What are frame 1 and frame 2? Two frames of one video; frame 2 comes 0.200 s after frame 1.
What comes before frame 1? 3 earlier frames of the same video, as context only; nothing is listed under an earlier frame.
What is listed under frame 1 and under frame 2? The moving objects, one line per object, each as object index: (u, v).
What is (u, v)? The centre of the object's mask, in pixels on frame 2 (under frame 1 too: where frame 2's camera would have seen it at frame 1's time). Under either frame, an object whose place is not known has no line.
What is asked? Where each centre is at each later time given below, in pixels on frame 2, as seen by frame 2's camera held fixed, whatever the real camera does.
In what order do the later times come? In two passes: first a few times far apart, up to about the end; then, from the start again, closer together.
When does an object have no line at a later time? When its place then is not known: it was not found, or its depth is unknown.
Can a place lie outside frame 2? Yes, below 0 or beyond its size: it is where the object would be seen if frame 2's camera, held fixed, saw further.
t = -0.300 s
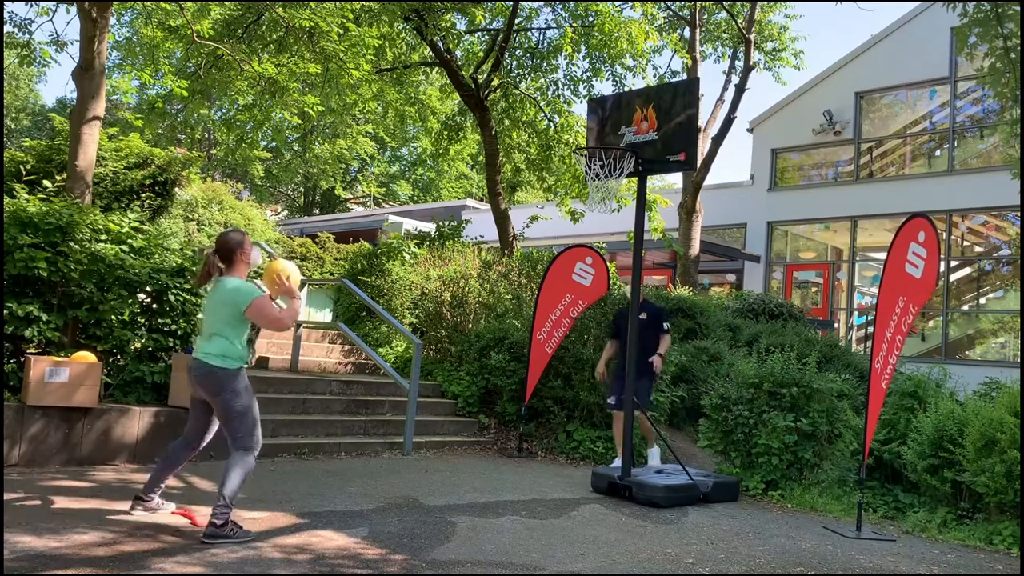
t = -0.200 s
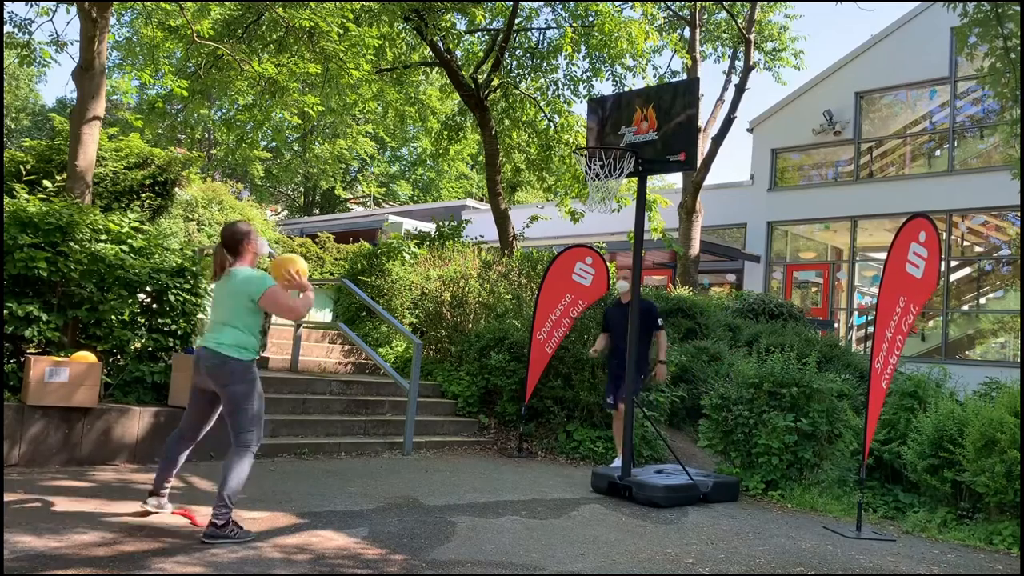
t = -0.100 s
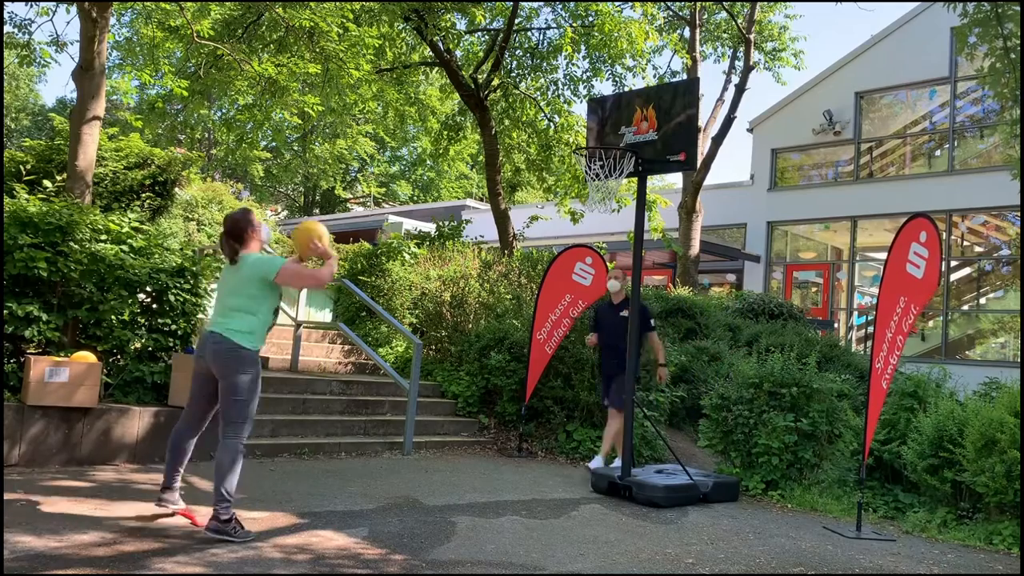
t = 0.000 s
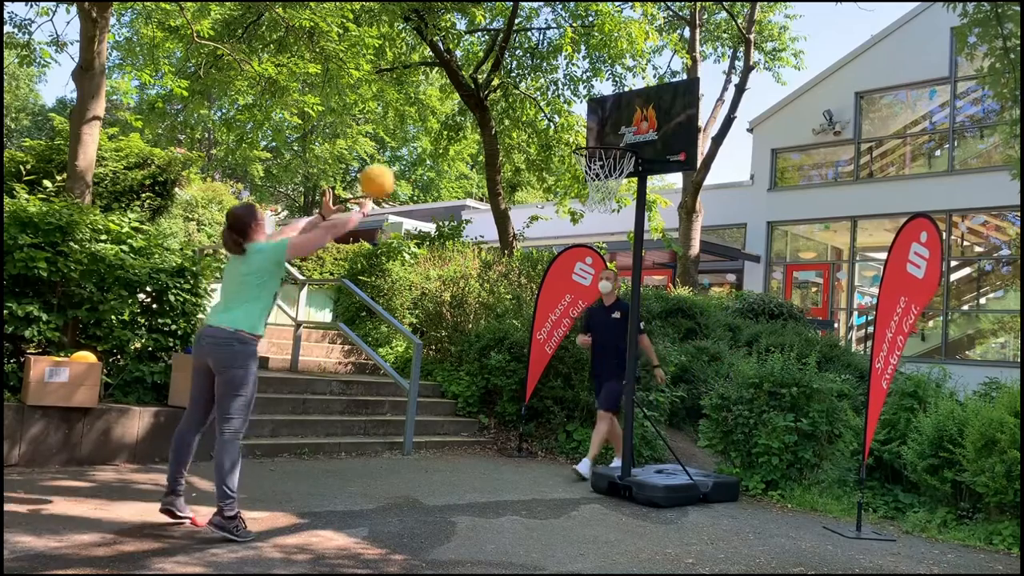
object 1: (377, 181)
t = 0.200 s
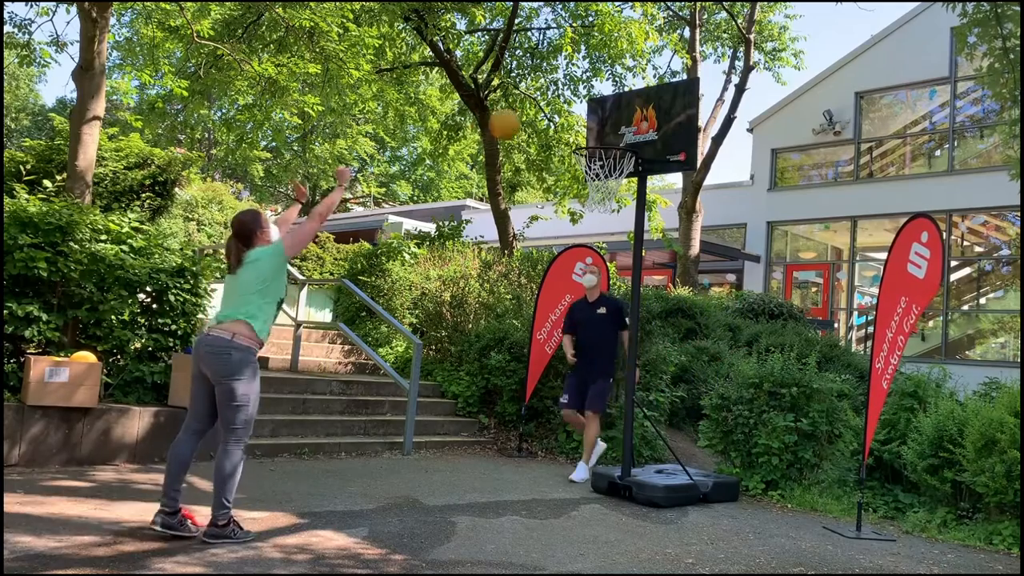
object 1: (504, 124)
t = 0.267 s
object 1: (540, 120)
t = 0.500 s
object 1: (635, 134)
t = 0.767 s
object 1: (615, 91)
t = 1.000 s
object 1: (583, 129)
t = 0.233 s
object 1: (523, 122)
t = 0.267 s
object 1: (540, 120)
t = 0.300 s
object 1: (557, 121)
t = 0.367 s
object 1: (589, 126)
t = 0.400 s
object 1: (602, 130)
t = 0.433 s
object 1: (617, 134)
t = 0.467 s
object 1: (630, 139)
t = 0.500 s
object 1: (635, 134)
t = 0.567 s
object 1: (635, 116)
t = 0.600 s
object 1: (632, 108)
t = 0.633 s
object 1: (629, 103)
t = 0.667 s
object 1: (626, 98)
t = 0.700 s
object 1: (622, 94)
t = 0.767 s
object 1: (615, 91)
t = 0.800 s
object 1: (611, 92)
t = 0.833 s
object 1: (606, 95)
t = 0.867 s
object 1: (602, 99)
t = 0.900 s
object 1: (597, 103)
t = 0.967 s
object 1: (588, 118)
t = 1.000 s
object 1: (583, 129)
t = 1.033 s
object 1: (577, 140)
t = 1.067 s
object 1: (572, 152)
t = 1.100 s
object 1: (566, 167)
